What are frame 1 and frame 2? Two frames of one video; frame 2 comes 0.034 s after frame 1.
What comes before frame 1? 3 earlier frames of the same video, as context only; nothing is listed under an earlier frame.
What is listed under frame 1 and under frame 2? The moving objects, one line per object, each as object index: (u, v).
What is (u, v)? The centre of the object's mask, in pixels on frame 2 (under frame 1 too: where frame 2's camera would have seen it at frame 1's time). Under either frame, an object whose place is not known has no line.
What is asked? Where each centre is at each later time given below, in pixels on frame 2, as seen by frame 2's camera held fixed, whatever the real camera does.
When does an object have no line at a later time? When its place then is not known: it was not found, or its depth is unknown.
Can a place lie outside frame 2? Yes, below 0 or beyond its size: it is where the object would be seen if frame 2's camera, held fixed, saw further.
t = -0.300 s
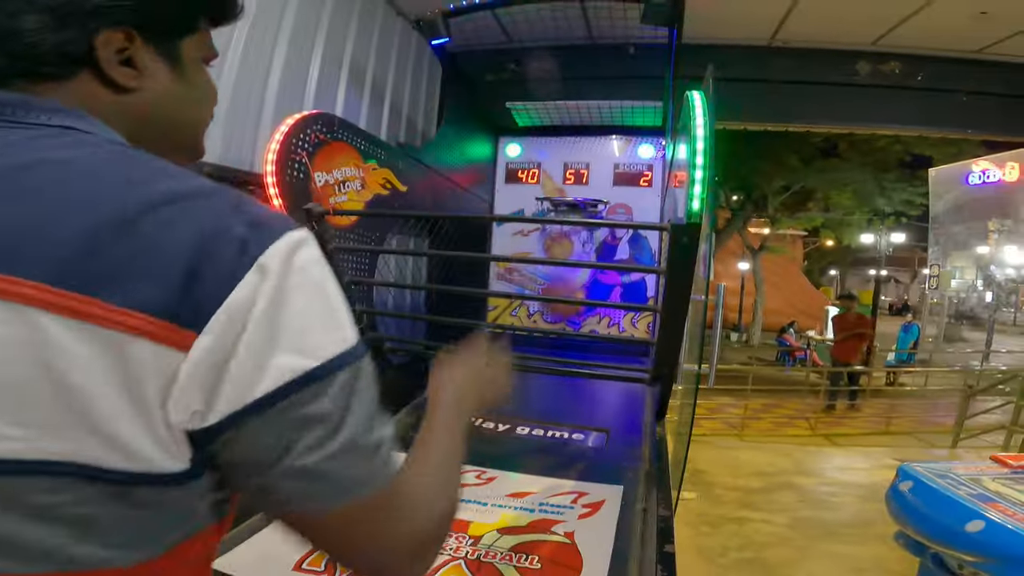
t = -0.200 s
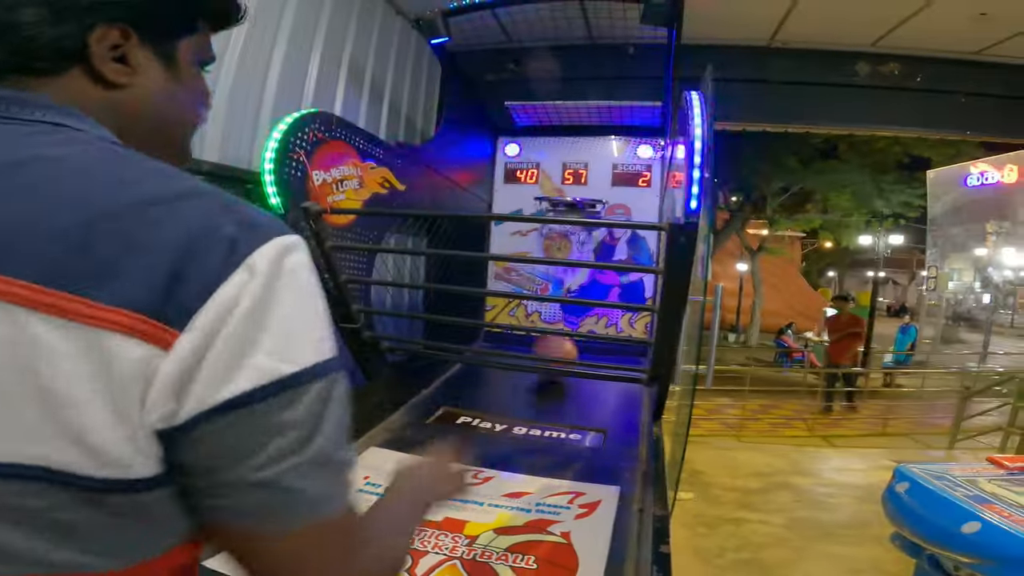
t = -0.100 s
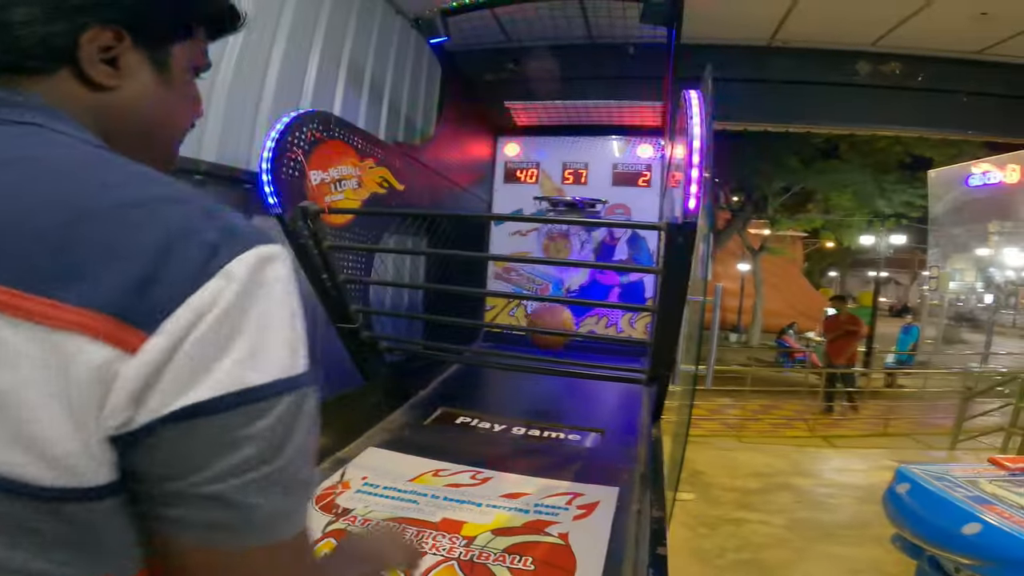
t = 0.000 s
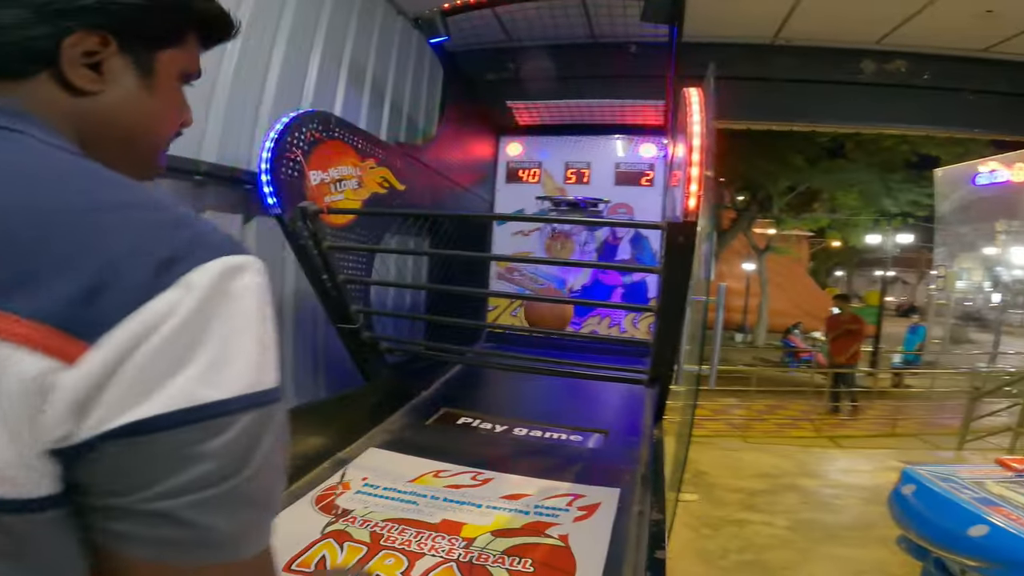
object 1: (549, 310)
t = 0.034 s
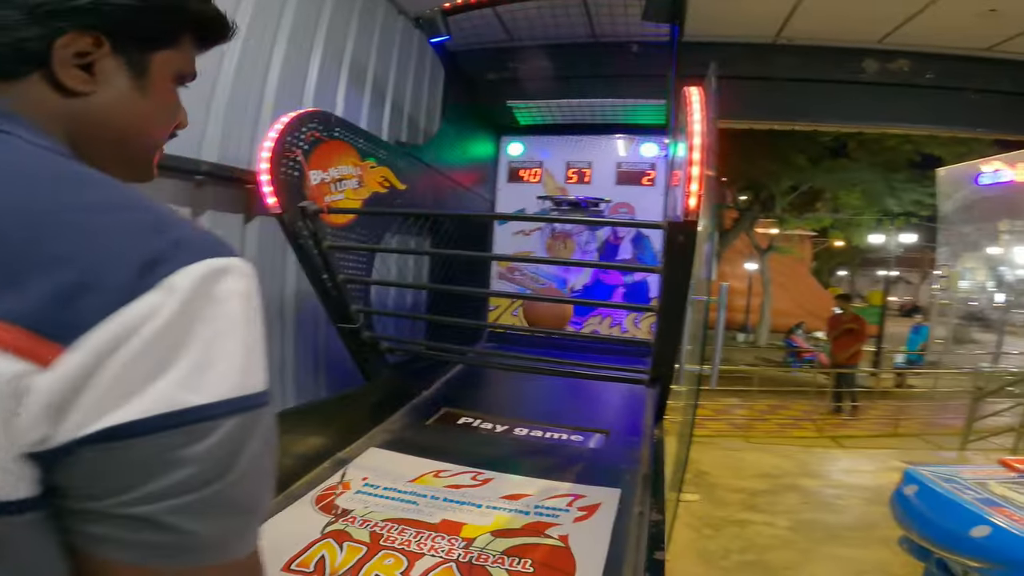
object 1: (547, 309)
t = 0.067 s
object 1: (546, 310)
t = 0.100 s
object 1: (544, 315)
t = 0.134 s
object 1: (541, 322)
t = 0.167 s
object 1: (538, 330)
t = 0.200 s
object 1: (536, 339)
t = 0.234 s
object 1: (534, 346)
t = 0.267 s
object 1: (530, 367)
